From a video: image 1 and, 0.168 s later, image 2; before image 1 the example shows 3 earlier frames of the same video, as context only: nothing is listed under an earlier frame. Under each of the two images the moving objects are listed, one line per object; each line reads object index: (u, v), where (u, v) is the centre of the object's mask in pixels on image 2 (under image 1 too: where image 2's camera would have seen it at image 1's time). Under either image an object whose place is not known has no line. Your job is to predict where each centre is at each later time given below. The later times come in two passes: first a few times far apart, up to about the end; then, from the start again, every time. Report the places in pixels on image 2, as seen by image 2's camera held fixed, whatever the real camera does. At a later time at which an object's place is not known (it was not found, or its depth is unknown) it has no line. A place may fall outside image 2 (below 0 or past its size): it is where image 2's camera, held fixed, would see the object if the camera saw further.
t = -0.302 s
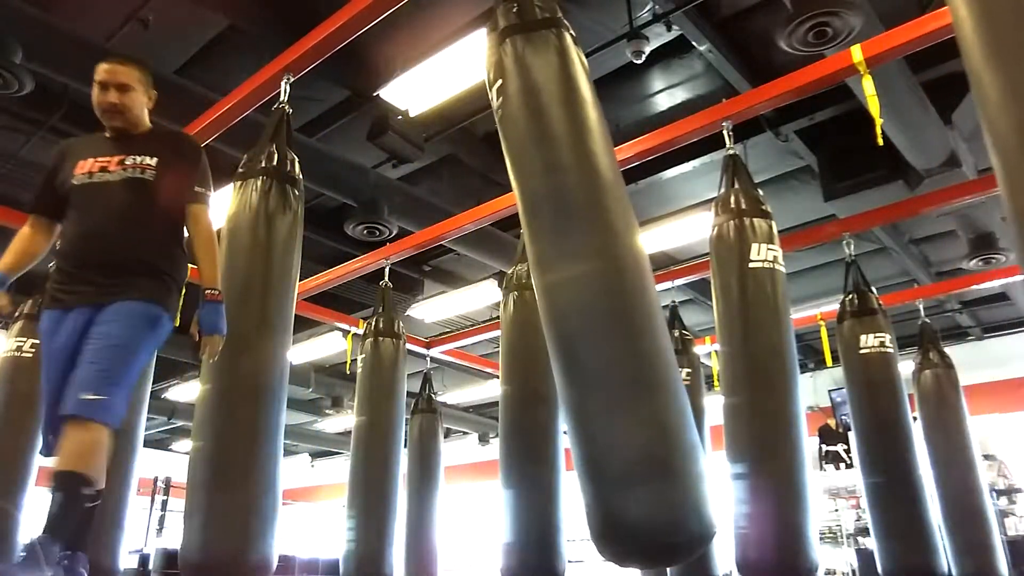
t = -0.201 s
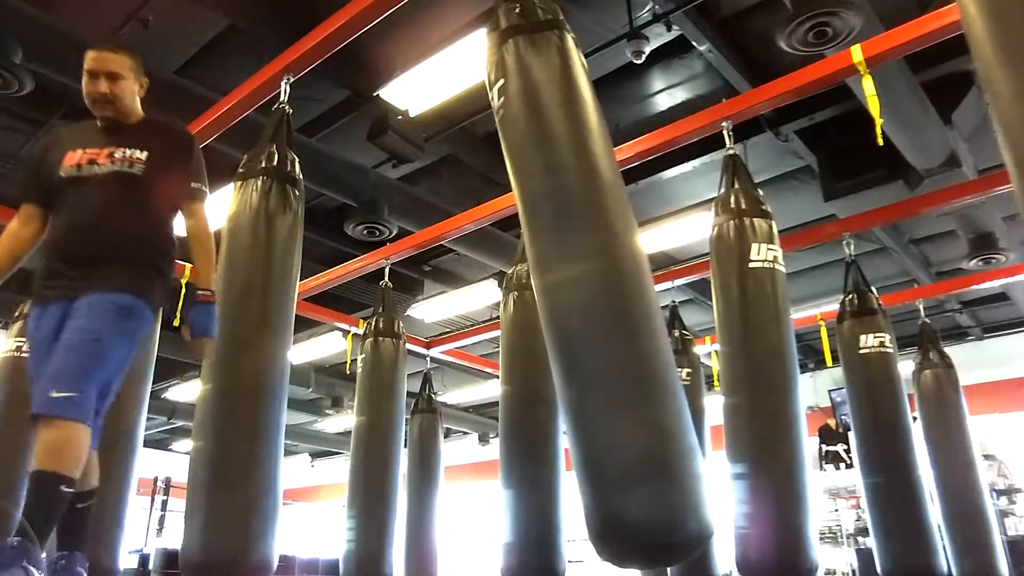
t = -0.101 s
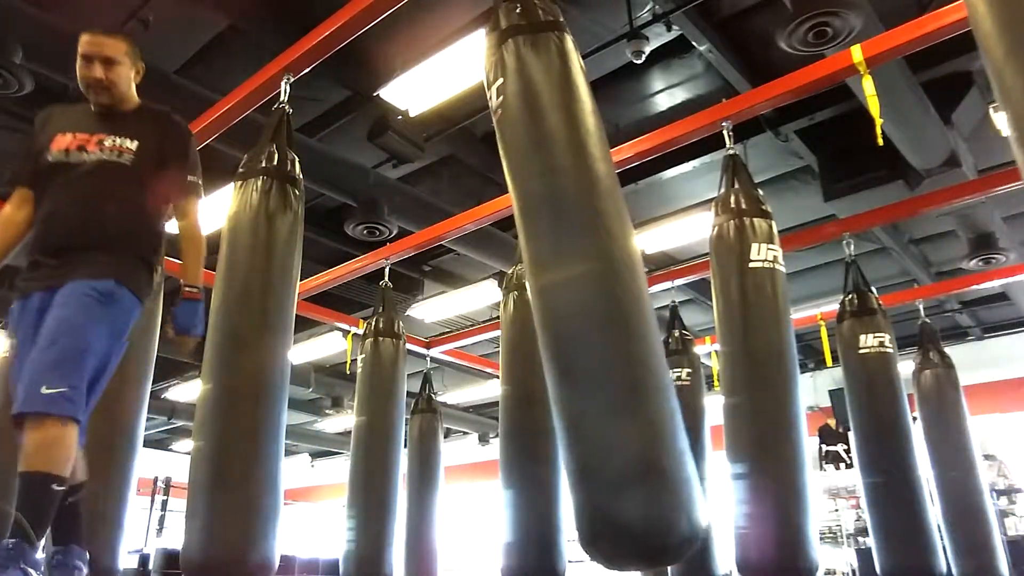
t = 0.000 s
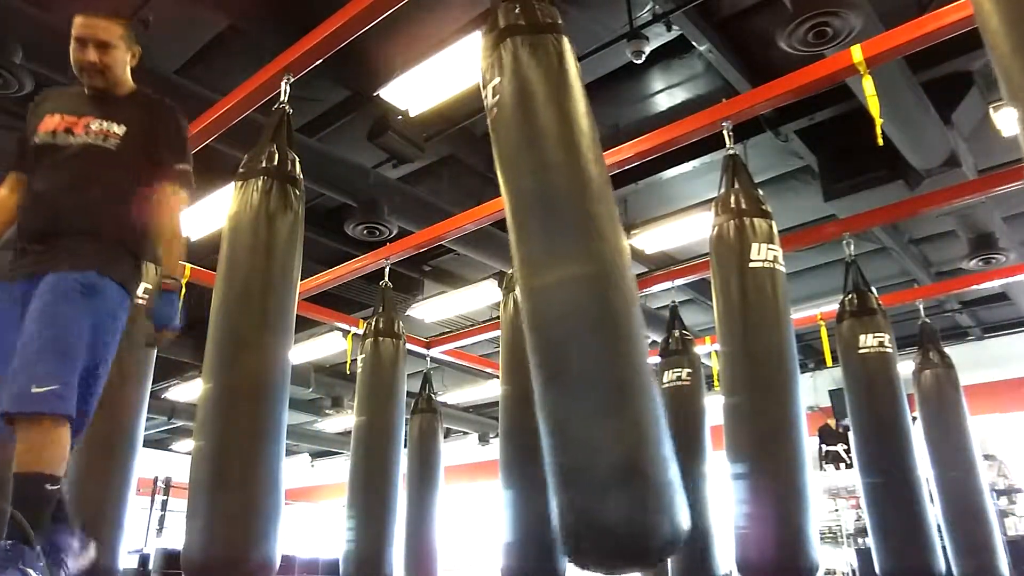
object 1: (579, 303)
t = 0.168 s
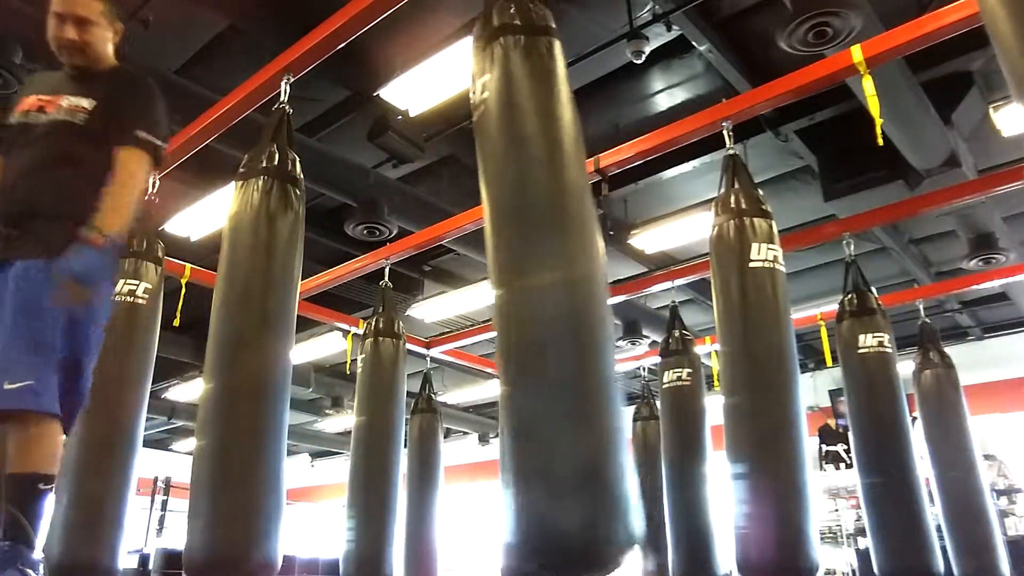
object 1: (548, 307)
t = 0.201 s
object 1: (542, 302)
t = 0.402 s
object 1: (497, 312)
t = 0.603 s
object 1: (447, 307)
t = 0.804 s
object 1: (411, 300)
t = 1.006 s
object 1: (394, 299)
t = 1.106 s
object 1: (395, 299)
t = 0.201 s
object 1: (542, 302)
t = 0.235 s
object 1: (535, 302)
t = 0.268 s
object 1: (528, 302)
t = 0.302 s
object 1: (520, 302)
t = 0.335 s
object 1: (512, 302)
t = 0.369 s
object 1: (505, 305)
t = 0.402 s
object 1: (497, 312)
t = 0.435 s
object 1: (491, 318)
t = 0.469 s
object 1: (480, 310)
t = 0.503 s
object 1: (472, 309)
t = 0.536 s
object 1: (464, 309)
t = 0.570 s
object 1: (456, 306)
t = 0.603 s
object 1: (447, 307)
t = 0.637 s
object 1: (440, 305)
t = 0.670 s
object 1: (434, 302)
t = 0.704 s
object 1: (428, 302)
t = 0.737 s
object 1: (421, 301)
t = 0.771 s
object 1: (416, 301)
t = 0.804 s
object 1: (411, 300)
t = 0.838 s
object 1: (407, 301)
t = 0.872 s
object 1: (403, 301)
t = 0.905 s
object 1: (399, 301)
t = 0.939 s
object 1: (397, 300)
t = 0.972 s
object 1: (395, 299)
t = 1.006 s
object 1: (394, 299)
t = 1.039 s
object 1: (394, 299)
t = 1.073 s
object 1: (394, 299)
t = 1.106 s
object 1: (395, 299)
